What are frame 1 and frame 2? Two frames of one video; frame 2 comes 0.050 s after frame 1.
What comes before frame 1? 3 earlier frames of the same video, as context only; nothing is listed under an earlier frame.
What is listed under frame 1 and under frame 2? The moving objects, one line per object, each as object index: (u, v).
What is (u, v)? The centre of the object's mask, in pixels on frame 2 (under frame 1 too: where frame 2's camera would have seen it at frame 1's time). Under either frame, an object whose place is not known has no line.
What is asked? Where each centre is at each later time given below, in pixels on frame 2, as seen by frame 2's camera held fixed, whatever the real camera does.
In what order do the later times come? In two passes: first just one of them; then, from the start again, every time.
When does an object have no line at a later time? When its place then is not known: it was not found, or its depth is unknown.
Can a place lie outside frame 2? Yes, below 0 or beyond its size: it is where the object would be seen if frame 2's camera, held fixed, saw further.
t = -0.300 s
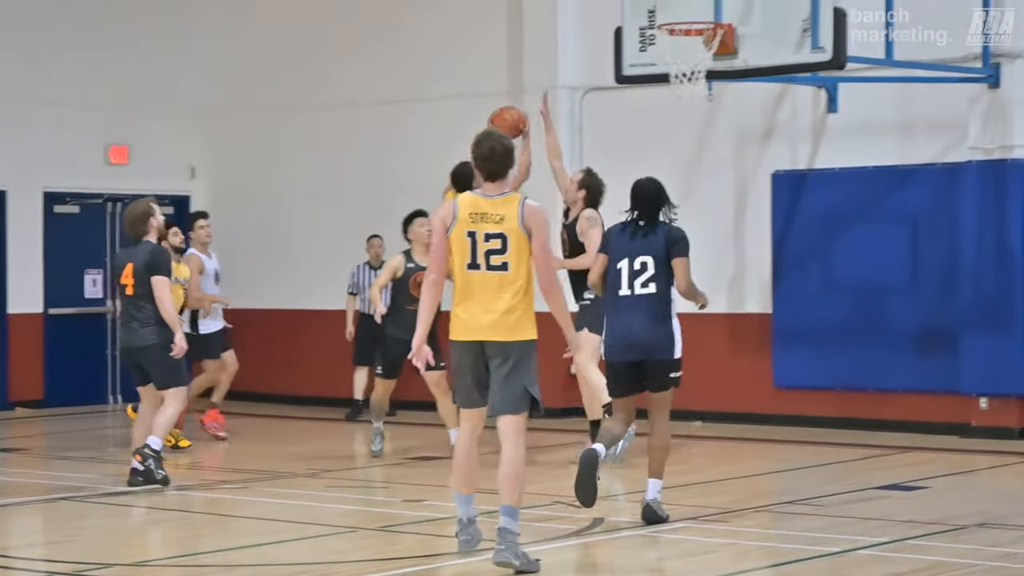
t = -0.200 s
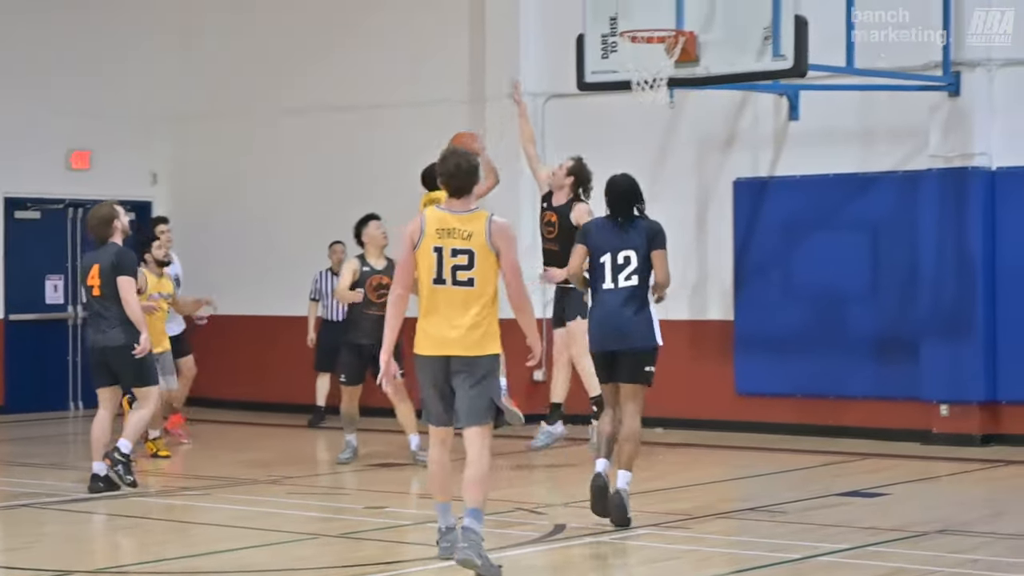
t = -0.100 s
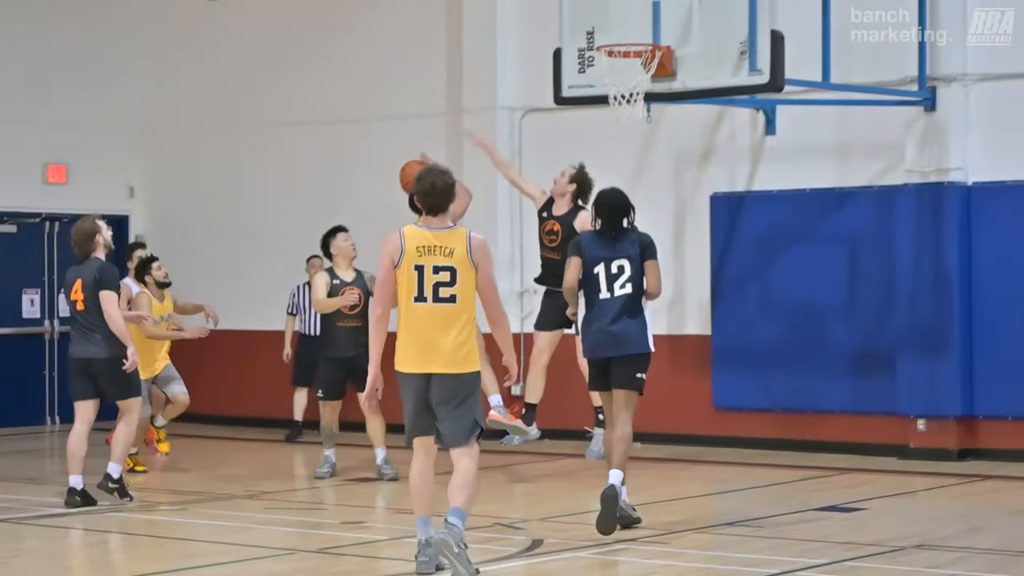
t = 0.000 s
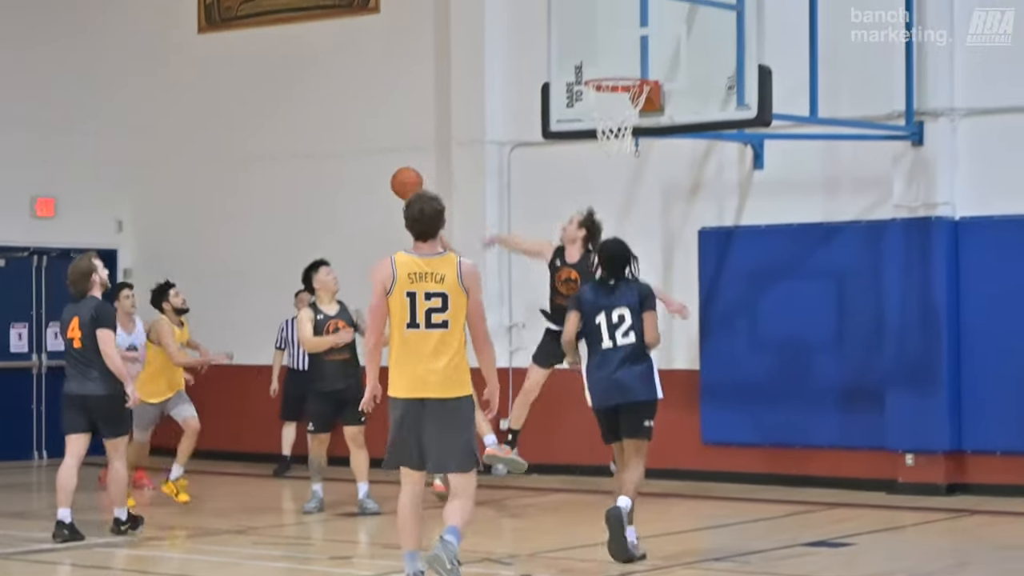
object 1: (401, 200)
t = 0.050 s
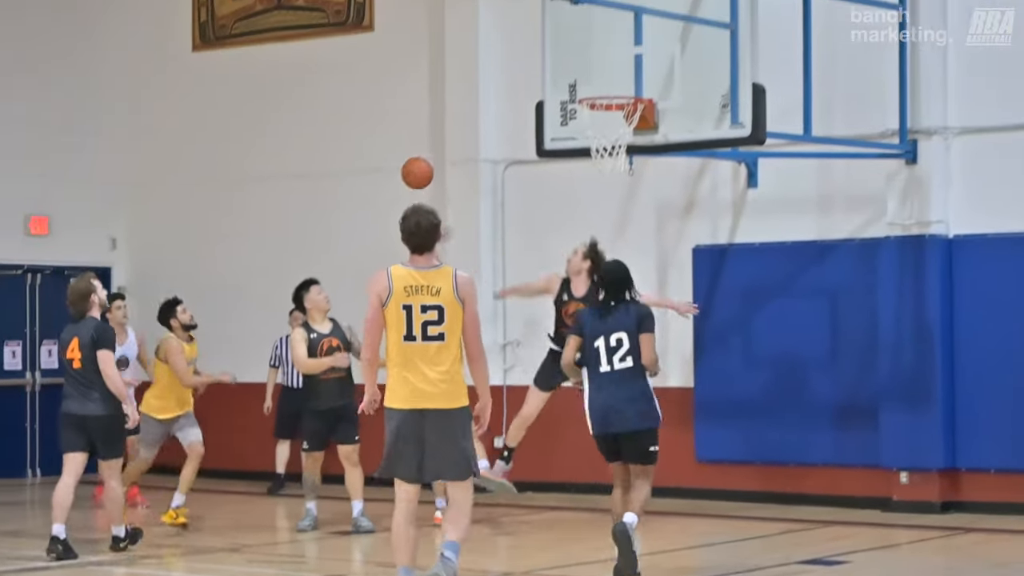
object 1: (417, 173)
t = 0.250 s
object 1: (484, 91)
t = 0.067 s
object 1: (423, 164)
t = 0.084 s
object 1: (428, 156)
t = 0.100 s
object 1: (434, 148)
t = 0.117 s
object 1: (439, 140)
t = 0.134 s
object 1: (445, 133)
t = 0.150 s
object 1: (450, 126)
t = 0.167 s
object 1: (456, 119)
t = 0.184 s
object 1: (462, 113)
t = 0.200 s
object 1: (467, 107)
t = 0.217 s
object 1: (473, 102)
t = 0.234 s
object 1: (478, 96)
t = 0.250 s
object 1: (484, 91)
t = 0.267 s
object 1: (489, 87)
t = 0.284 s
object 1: (495, 83)
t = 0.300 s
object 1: (500, 79)
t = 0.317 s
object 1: (506, 76)
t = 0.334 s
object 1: (511, 73)
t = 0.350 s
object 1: (517, 70)
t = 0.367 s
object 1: (522, 68)
